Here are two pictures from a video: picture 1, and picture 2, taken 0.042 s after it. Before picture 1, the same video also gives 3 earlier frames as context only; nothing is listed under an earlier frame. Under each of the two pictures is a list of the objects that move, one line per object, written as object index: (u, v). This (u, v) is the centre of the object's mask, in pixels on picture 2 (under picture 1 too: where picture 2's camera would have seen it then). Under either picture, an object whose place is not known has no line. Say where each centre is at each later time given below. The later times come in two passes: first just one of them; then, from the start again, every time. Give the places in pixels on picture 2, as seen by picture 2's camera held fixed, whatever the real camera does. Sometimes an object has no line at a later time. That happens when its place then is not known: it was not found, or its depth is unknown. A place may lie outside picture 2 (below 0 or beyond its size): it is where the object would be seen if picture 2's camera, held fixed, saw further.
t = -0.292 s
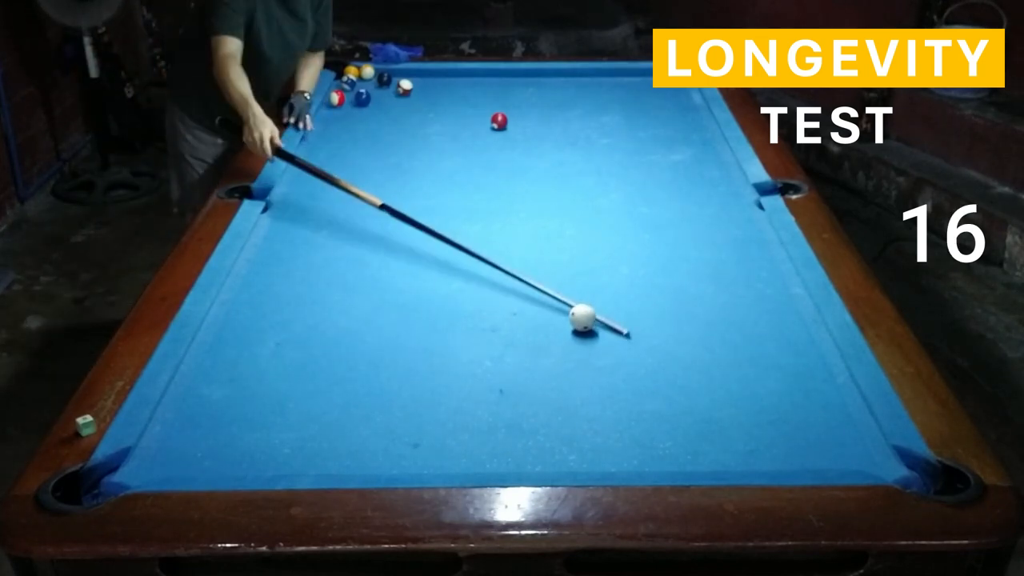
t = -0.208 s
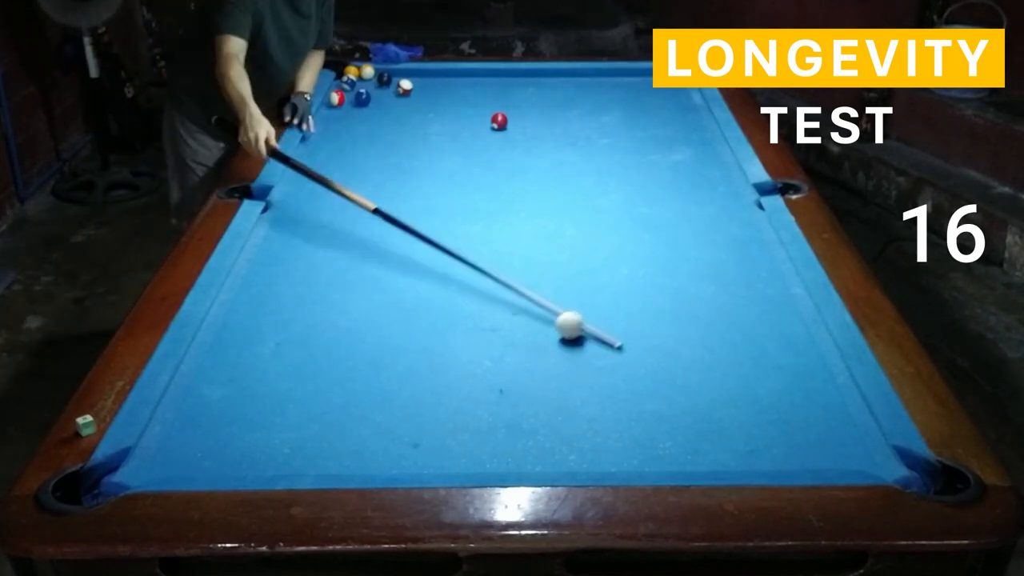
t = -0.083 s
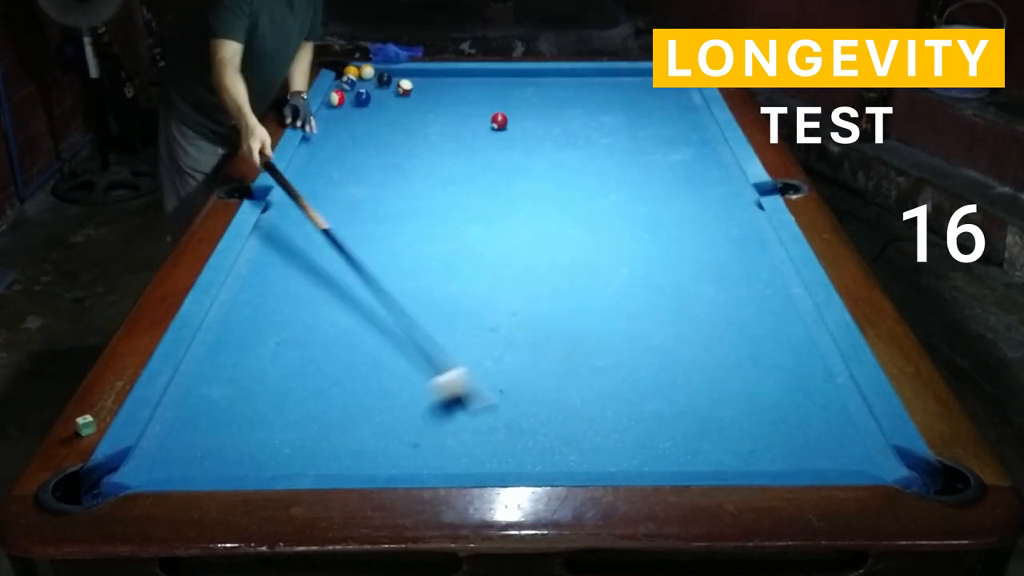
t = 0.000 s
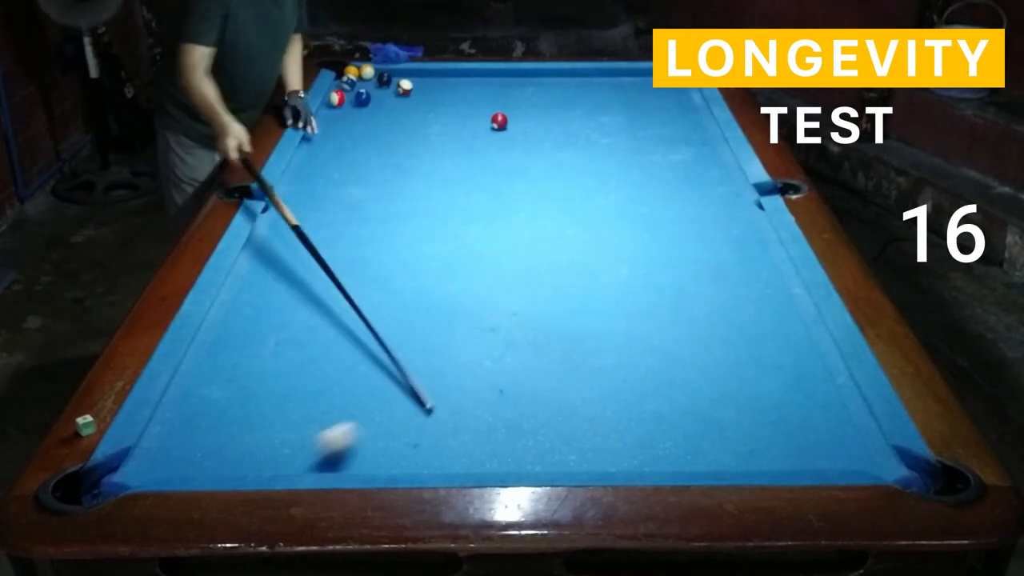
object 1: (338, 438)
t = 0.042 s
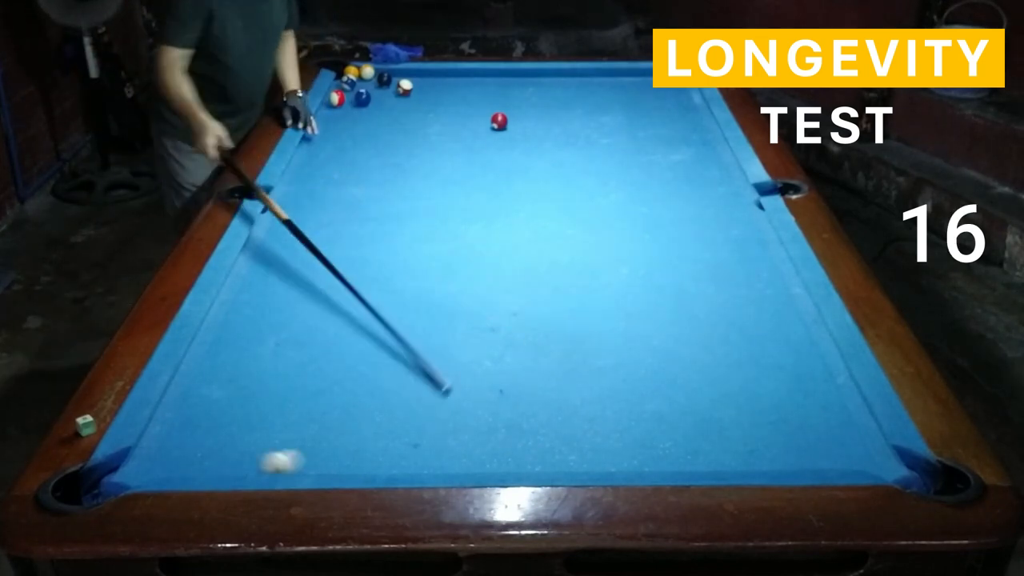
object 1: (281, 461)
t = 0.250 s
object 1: (174, 402)
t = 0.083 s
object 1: (255, 453)
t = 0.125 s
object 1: (232, 440)
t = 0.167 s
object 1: (211, 426)
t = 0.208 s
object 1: (191, 414)
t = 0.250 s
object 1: (174, 402)
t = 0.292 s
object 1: (195, 388)
